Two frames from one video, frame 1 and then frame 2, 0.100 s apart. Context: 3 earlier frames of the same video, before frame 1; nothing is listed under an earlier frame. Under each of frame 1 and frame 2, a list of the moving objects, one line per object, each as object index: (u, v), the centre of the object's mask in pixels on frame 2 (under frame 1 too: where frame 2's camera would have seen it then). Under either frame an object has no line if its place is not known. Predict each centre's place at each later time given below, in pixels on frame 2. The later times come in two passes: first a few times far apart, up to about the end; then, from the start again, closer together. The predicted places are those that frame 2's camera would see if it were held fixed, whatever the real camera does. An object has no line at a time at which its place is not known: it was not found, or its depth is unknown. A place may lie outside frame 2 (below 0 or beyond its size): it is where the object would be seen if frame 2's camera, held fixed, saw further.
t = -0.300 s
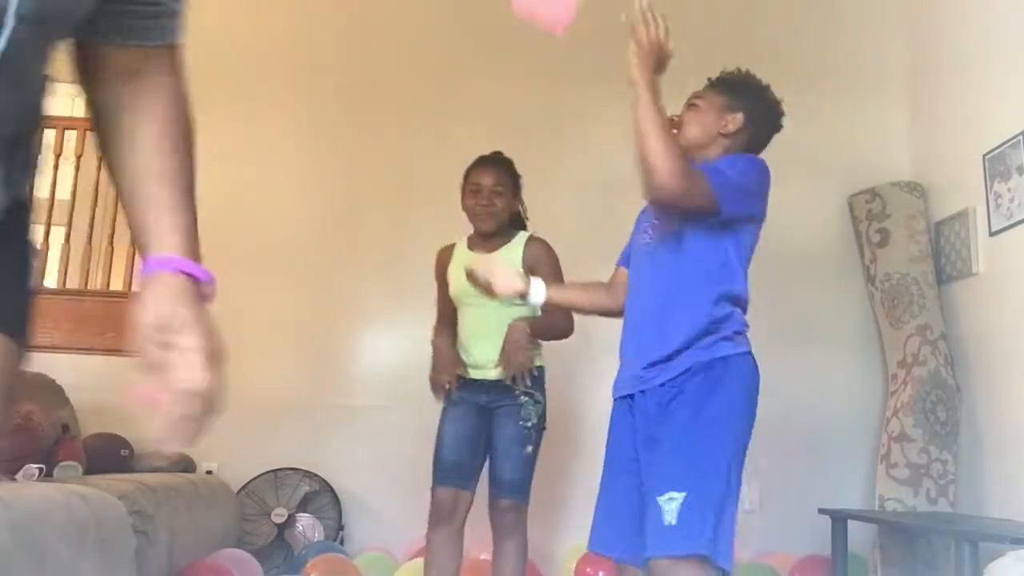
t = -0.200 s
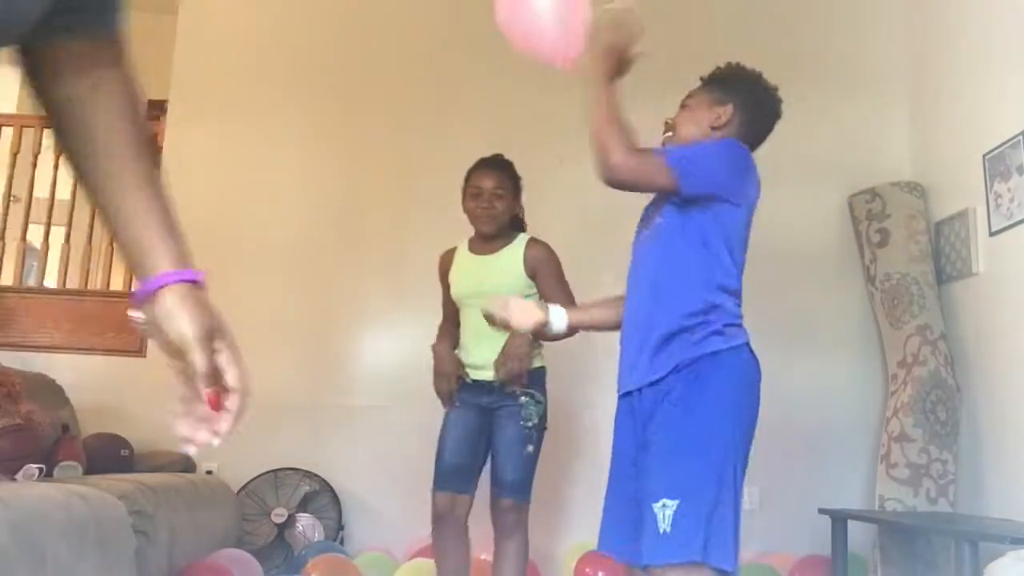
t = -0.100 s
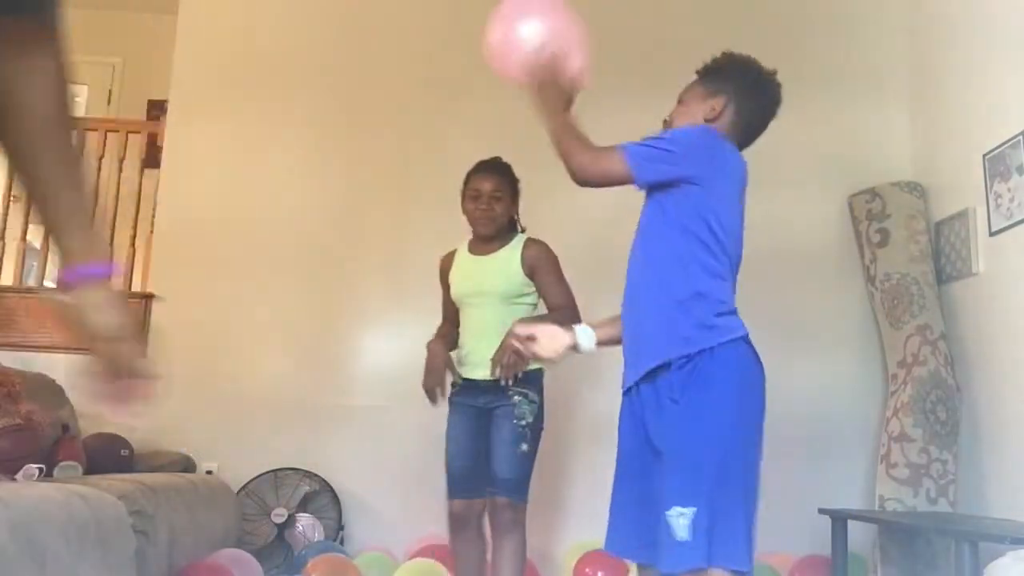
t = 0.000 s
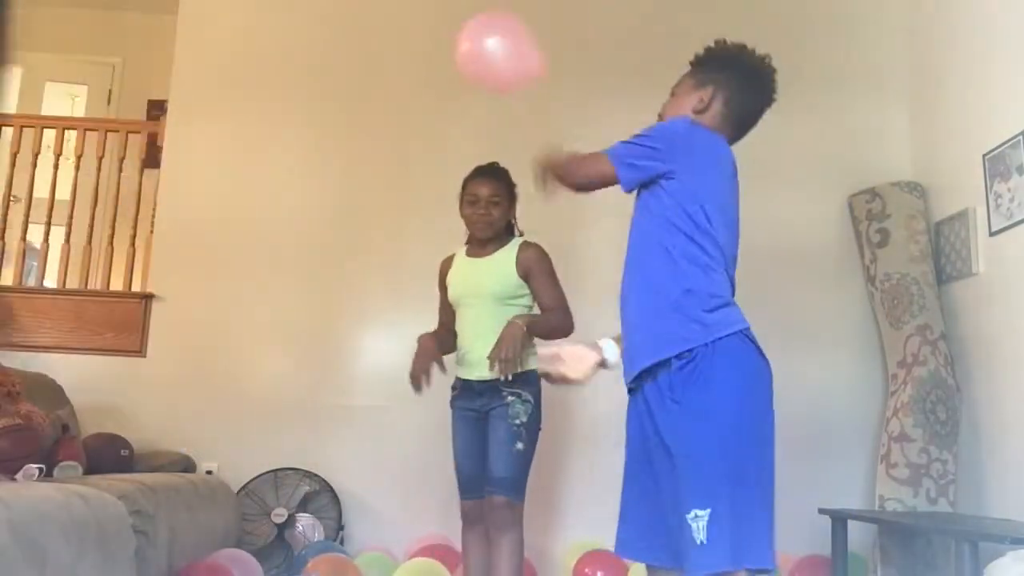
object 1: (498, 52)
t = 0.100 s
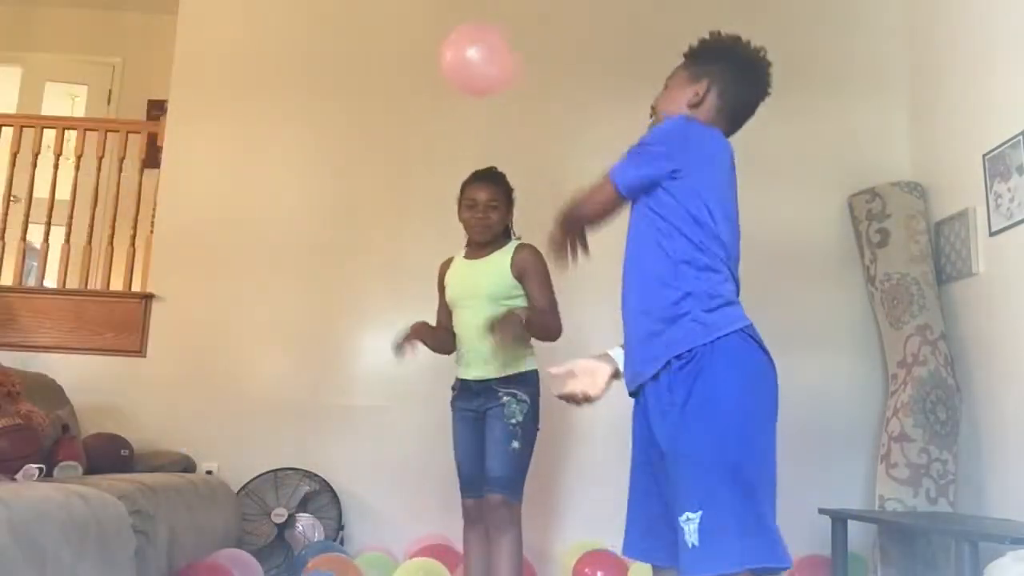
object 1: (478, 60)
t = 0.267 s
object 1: (463, 80)
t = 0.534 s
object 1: (446, 124)
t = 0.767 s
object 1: (438, 170)
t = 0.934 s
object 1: (427, 209)
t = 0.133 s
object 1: (474, 62)
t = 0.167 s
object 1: (471, 67)
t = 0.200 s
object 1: (468, 69)
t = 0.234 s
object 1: (466, 74)
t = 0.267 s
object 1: (463, 80)
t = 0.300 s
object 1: (461, 83)
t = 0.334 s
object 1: (459, 87)
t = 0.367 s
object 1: (457, 93)
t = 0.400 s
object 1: (454, 99)
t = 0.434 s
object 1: (451, 107)
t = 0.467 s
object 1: (450, 112)
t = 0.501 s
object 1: (448, 118)
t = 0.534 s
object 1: (446, 124)
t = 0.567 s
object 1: (445, 131)
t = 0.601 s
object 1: (444, 138)
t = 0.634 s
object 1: (442, 144)
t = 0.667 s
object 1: (441, 151)
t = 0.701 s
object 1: (440, 159)
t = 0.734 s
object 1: (438, 164)
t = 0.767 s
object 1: (438, 170)
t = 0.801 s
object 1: (437, 175)
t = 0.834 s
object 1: (439, 185)
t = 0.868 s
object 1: (437, 191)
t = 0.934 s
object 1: (427, 209)
